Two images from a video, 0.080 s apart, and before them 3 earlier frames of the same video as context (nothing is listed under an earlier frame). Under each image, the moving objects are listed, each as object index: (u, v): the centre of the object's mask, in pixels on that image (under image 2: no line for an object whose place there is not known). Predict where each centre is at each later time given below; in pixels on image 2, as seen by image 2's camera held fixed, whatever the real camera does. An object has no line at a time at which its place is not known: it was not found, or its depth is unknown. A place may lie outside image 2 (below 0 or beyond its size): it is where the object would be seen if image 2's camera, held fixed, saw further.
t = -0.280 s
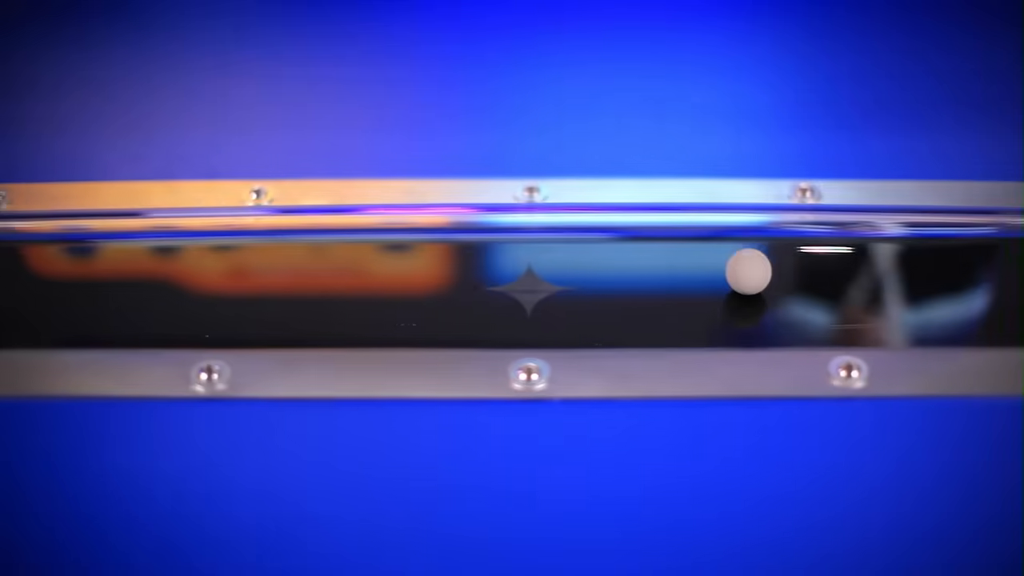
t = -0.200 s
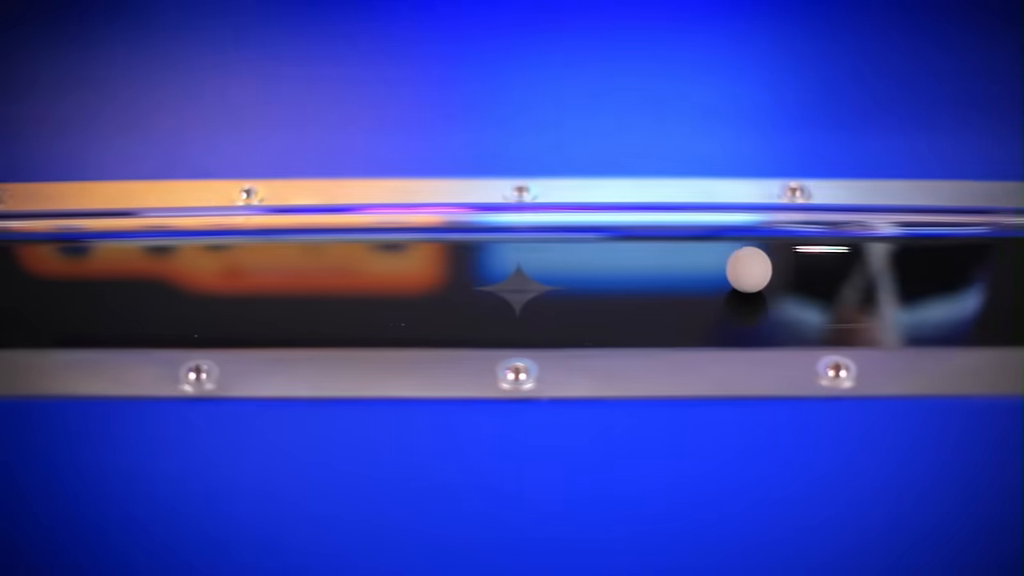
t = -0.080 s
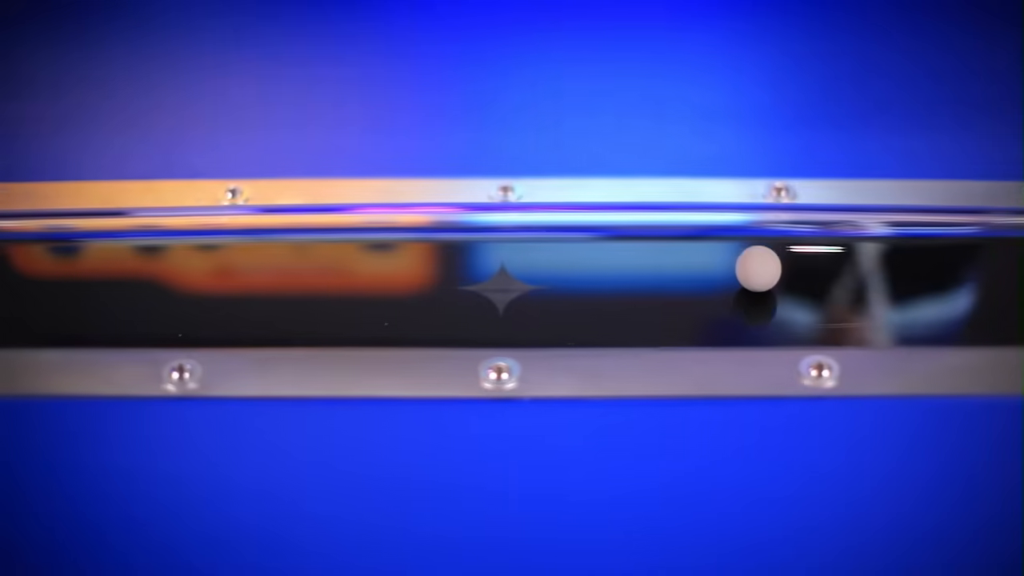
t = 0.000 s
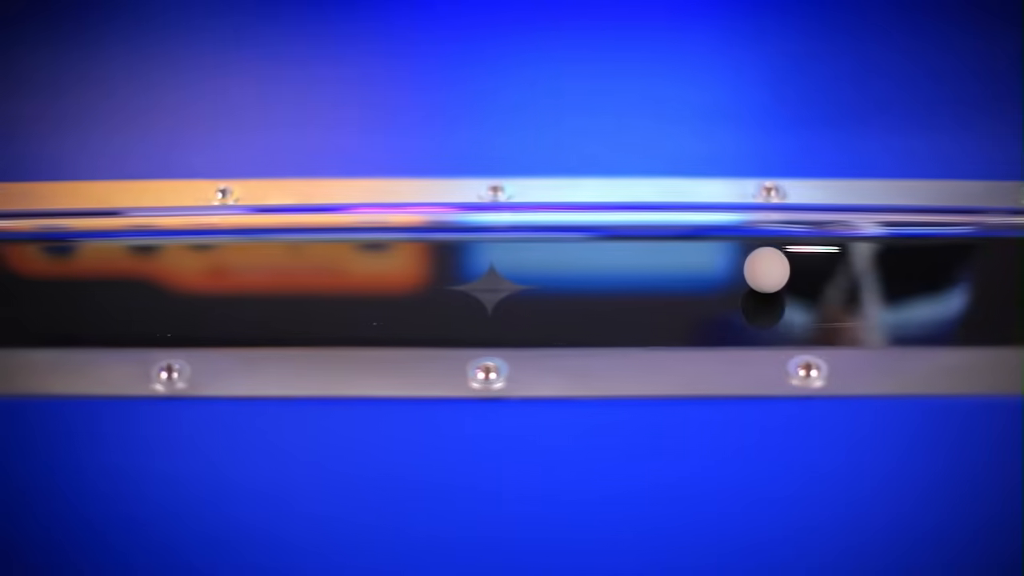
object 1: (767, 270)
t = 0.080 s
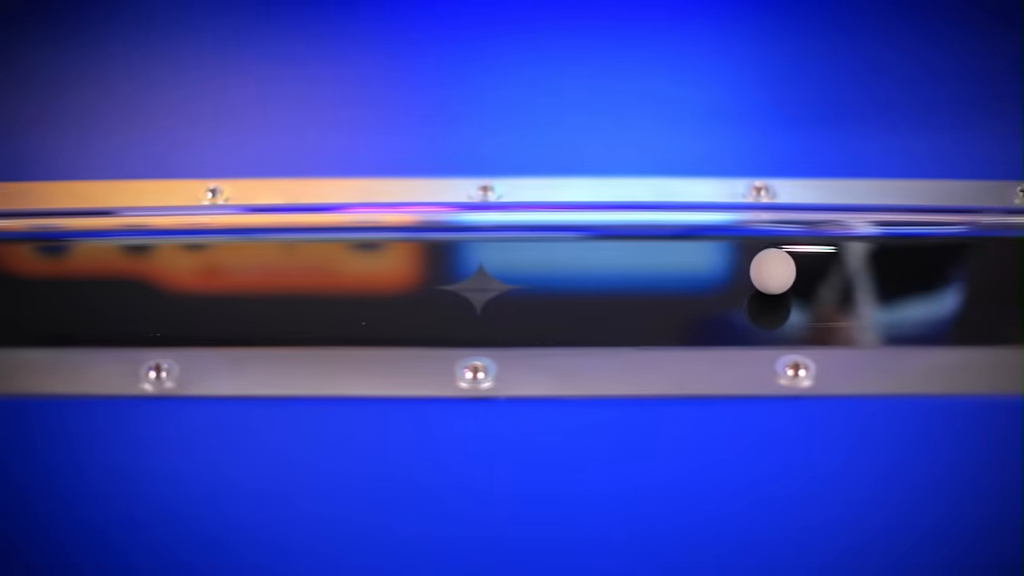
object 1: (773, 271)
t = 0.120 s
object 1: (778, 272)
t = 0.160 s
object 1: (782, 272)
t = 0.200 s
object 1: (785, 272)
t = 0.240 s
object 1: (788, 271)
